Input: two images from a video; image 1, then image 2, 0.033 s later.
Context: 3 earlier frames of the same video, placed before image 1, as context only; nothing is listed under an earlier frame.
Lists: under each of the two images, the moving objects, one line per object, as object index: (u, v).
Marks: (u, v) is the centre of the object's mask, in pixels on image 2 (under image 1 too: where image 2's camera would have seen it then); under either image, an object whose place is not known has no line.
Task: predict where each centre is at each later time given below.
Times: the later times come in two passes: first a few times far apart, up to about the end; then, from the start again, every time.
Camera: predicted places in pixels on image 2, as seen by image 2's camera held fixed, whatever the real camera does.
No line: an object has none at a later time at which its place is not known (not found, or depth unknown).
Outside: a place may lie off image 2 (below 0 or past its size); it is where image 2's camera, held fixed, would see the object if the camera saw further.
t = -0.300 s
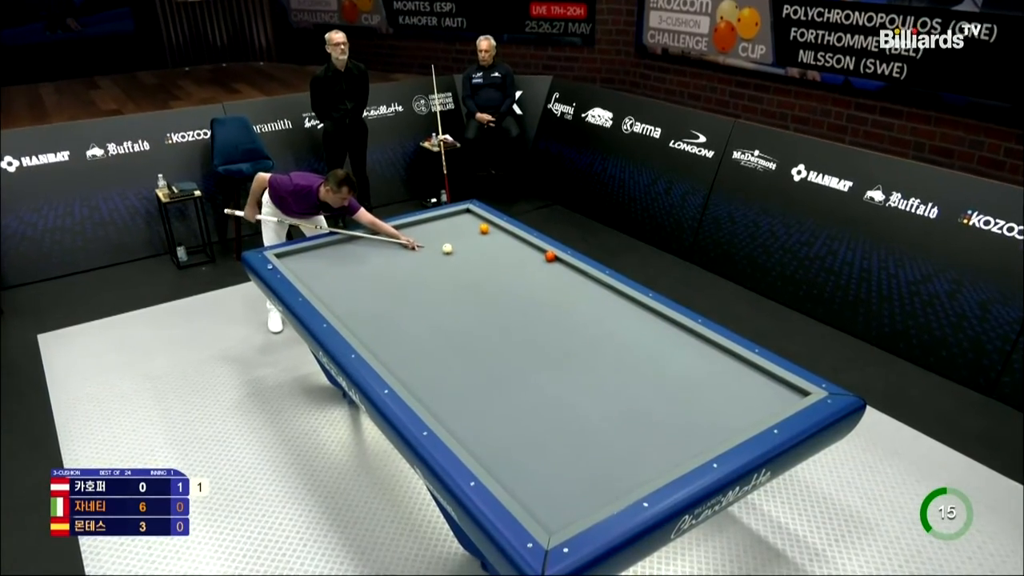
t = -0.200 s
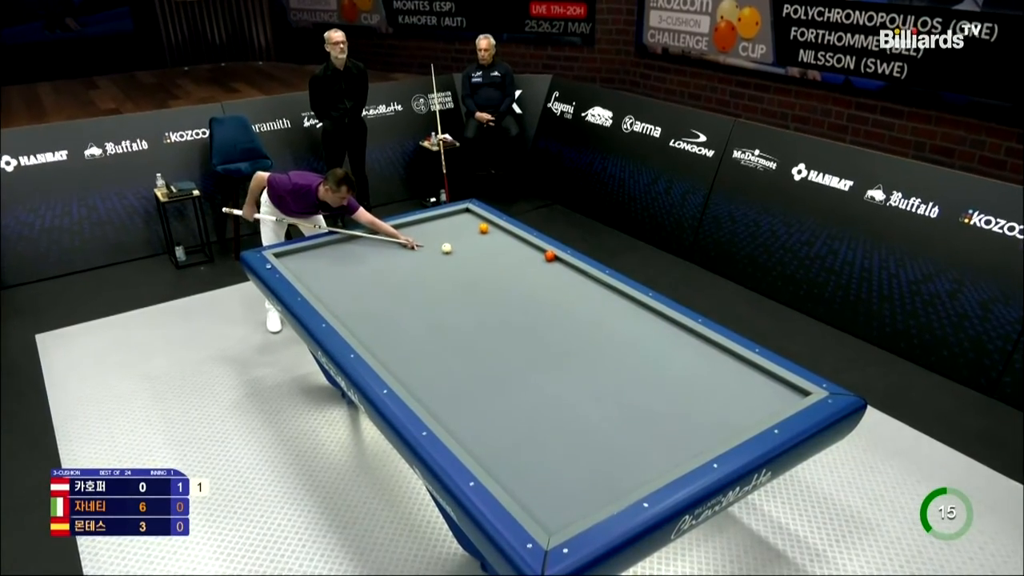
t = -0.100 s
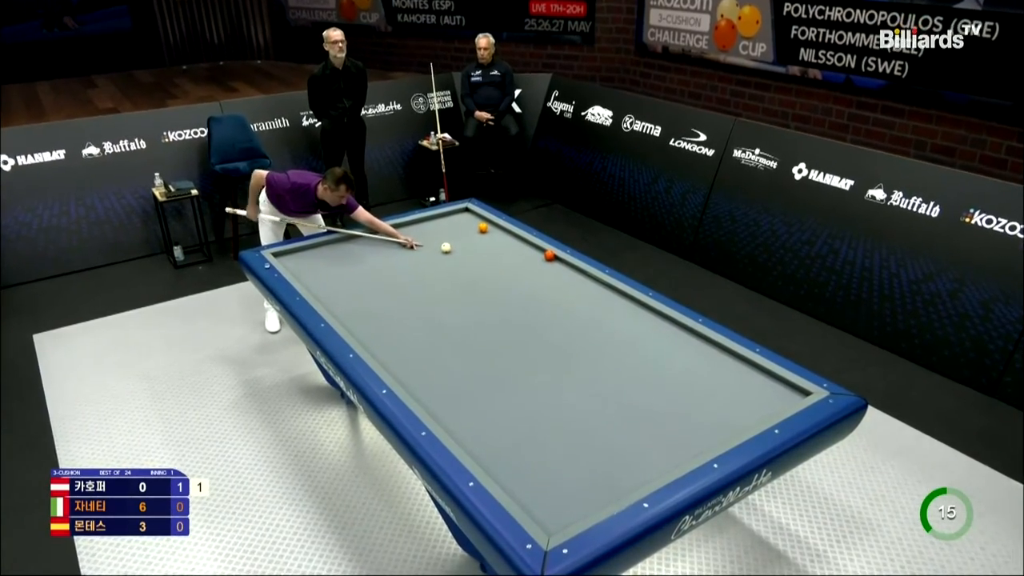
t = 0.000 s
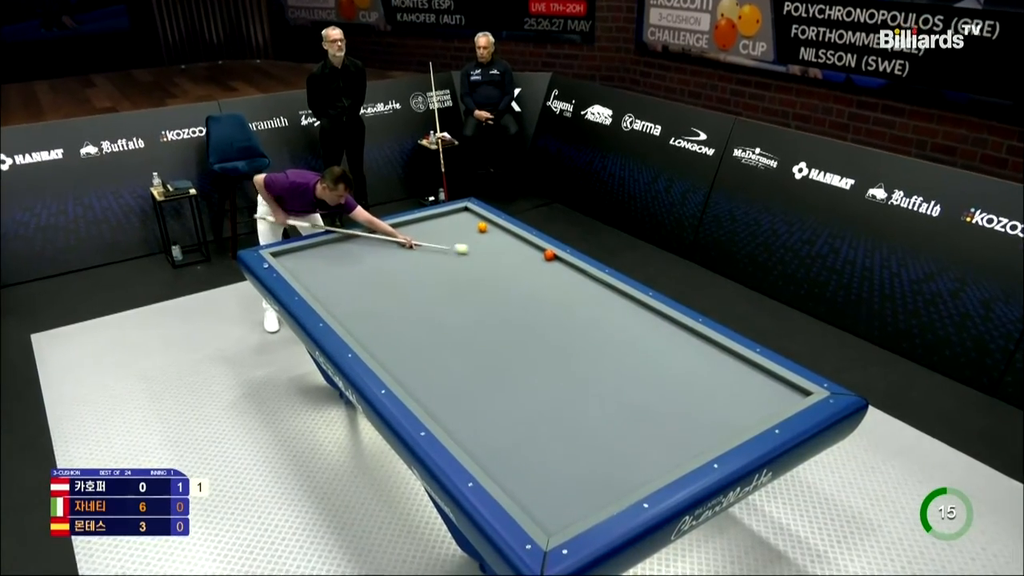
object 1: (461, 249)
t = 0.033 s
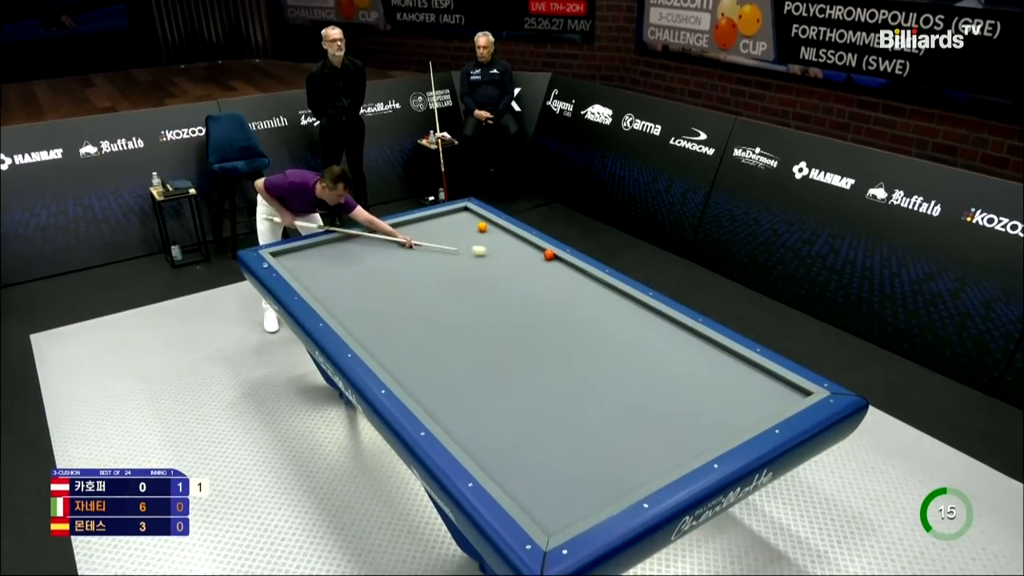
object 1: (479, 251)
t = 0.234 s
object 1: (571, 268)
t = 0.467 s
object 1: (603, 309)
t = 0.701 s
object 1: (638, 352)
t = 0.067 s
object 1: (496, 253)
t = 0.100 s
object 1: (514, 255)
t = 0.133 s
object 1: (531, 256)
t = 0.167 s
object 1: (548, 259)
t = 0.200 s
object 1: (561, 263)
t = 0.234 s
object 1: (571, 268)
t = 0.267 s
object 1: (575, 274)
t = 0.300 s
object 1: (580, 280)
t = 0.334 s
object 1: (585, 285)
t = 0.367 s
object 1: (589, 291)
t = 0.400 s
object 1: (594, 297)
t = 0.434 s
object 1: (598, 303)
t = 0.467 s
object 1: (603, 309)
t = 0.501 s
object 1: (608, 314)
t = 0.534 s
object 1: (613, 320)
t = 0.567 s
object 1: (618, 327)
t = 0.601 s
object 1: (623, 333)
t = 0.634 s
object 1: (628, 339)
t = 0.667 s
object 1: (633, 345)
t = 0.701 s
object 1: (638, 352)
